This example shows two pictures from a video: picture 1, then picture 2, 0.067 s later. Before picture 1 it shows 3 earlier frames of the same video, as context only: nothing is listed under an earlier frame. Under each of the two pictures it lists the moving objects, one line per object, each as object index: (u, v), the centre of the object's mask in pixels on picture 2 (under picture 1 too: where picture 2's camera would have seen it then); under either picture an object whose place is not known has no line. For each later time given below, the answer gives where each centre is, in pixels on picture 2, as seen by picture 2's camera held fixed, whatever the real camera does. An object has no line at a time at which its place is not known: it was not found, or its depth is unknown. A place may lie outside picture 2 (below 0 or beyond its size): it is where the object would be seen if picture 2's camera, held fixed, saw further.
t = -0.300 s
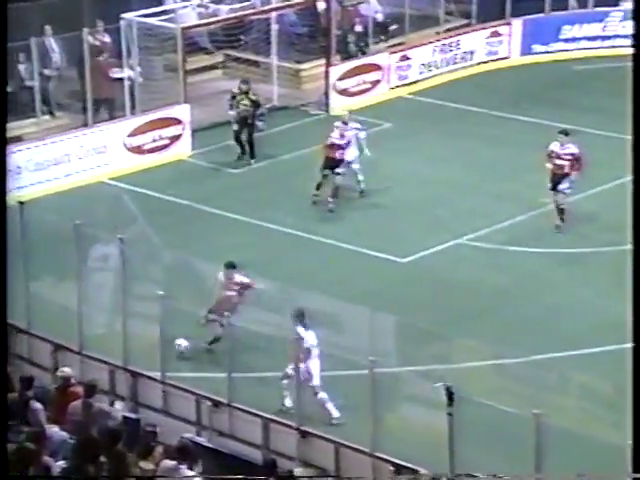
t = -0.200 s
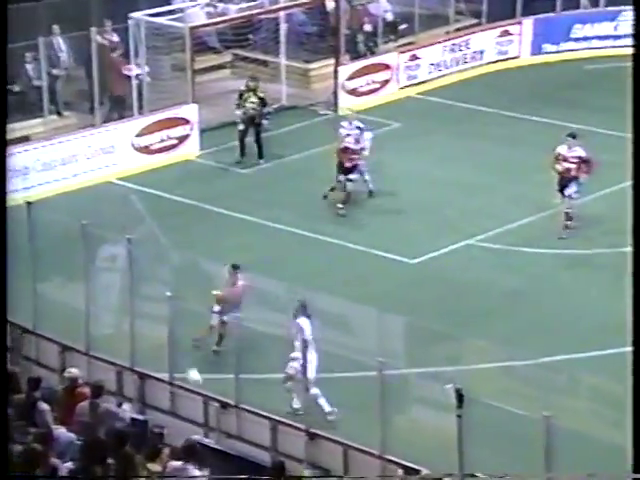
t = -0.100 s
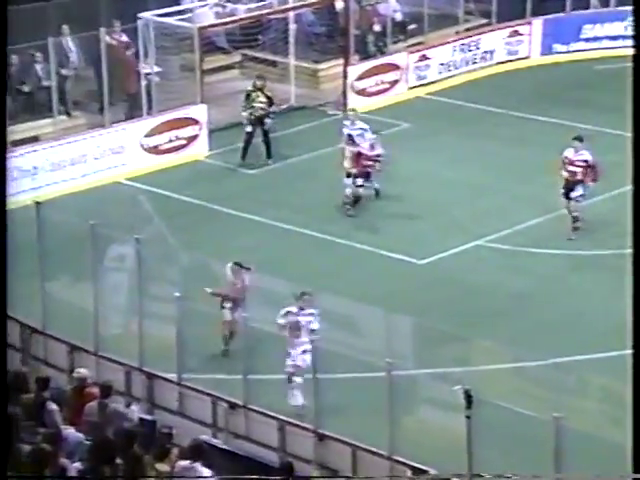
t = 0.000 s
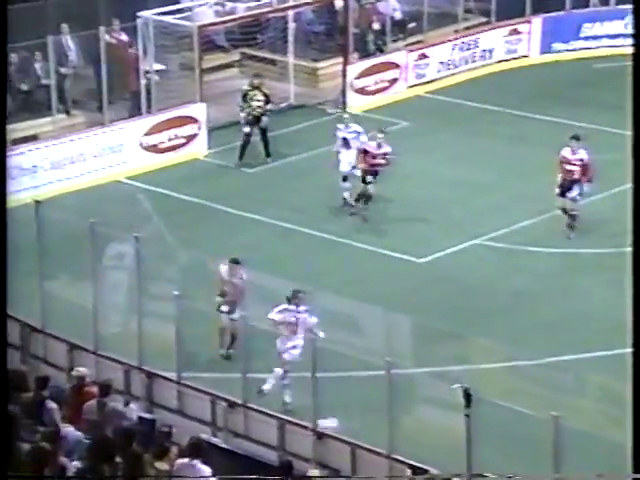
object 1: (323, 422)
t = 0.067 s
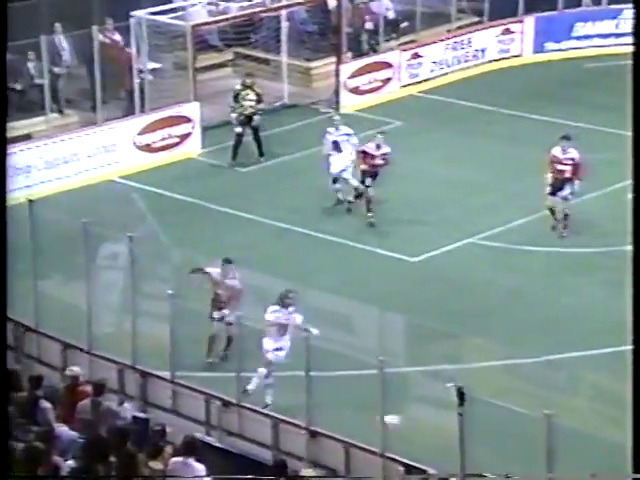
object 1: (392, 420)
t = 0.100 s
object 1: (422, 420)
